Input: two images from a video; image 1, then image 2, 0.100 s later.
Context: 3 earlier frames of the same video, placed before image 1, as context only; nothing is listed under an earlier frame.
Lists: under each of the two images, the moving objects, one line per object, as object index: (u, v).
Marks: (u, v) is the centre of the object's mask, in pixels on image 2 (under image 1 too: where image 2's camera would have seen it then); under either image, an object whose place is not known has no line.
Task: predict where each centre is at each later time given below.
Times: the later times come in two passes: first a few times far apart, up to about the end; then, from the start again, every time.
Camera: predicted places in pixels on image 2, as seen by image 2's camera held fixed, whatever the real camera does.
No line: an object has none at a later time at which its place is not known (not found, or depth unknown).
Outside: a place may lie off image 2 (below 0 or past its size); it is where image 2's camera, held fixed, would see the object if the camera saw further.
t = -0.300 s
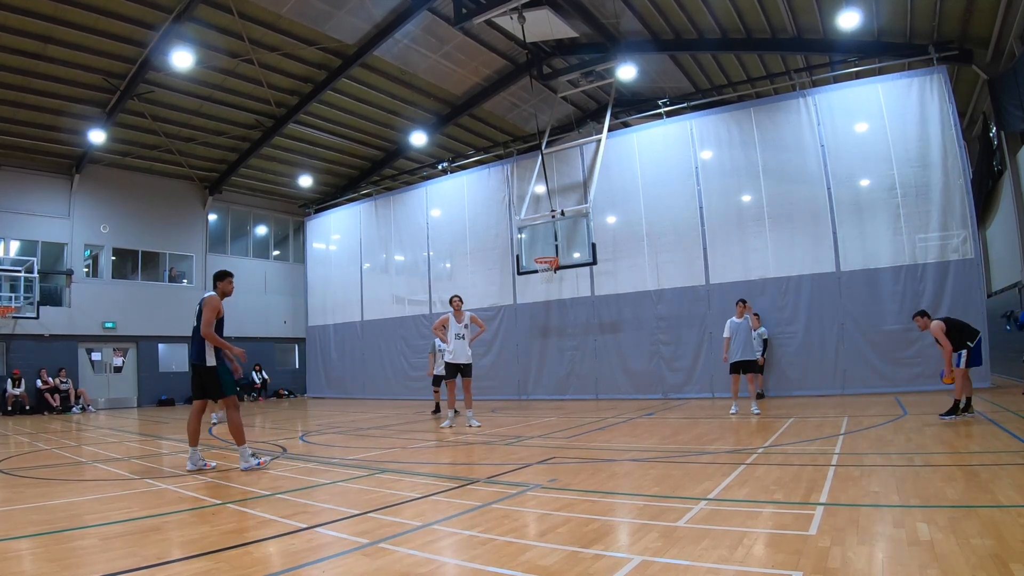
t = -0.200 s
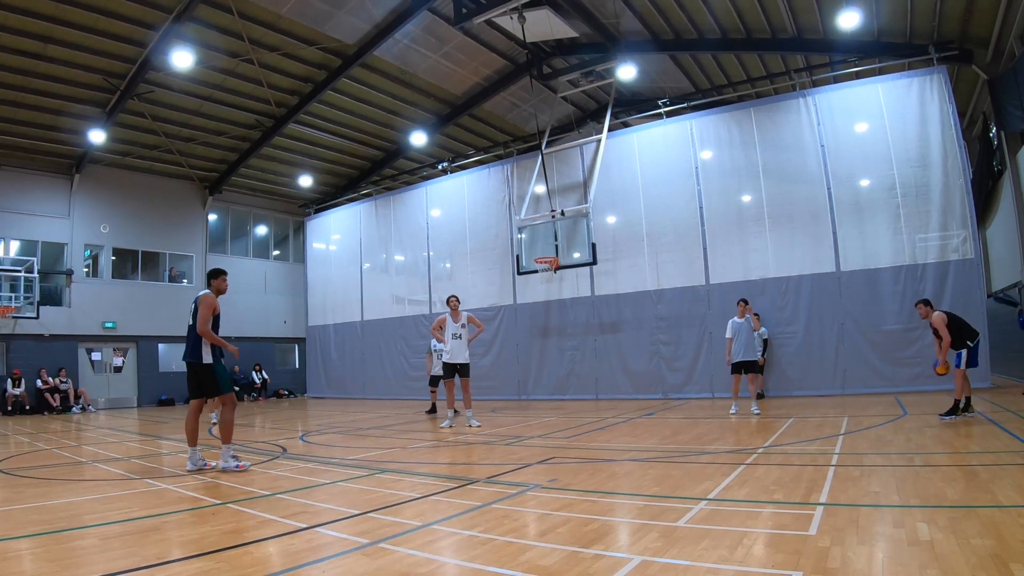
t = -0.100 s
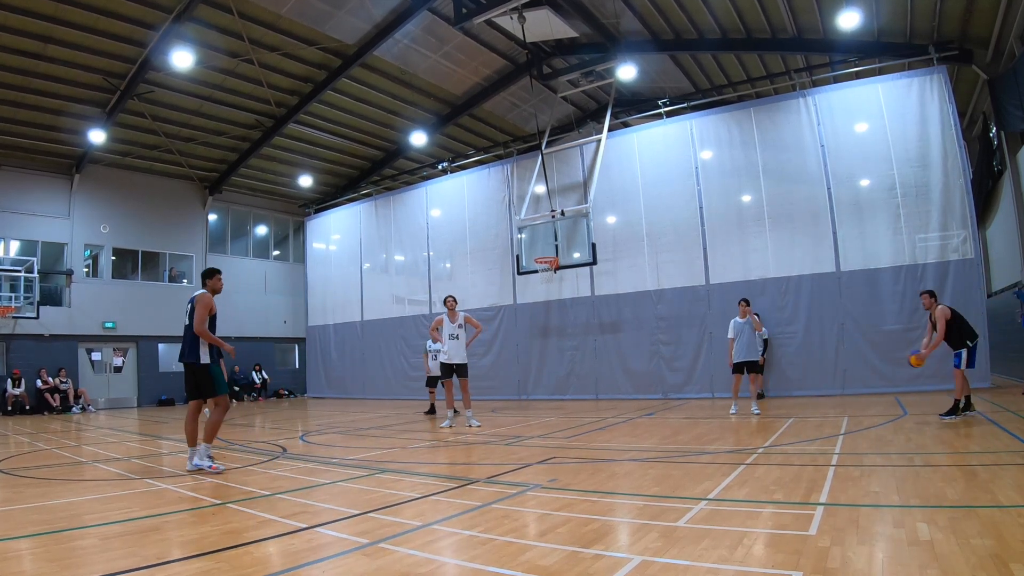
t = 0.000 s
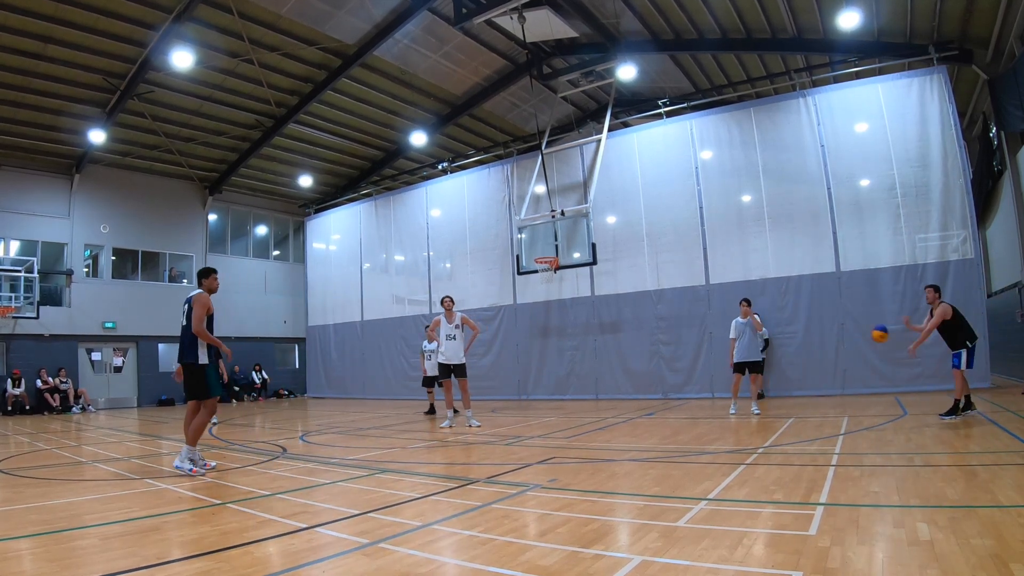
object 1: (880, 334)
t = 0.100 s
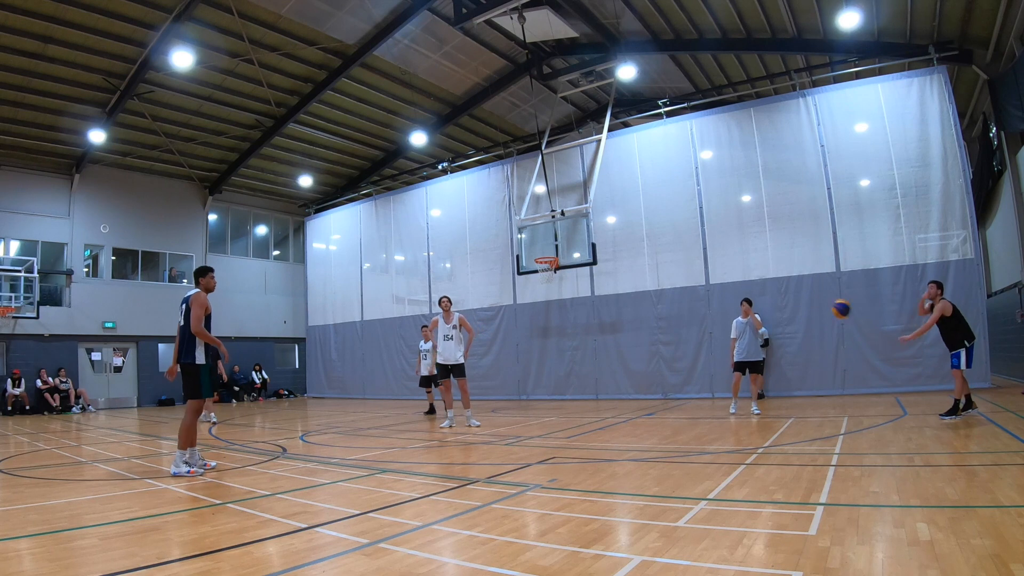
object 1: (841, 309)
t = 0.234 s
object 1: (787, 288)
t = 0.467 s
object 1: (684, 287)
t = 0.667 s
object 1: (590, 327)
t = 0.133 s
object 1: (828, 303)
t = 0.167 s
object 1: (814, 296)
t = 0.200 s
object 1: (802, 291)
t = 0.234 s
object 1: (787, 288)
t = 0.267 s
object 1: (773, 284)
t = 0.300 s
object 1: (759, 283)
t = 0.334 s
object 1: (744, 282)
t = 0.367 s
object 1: (730, 282)
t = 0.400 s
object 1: (714, 283)
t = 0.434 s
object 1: (700, 284)
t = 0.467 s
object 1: (684, 287)
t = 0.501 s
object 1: (669, 291)
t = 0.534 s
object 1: (654, 296)
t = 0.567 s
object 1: (638, 301)
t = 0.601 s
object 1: (622, 309)
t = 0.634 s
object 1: (607, 316)
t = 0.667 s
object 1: (590, 327)
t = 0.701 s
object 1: (574, 336)
